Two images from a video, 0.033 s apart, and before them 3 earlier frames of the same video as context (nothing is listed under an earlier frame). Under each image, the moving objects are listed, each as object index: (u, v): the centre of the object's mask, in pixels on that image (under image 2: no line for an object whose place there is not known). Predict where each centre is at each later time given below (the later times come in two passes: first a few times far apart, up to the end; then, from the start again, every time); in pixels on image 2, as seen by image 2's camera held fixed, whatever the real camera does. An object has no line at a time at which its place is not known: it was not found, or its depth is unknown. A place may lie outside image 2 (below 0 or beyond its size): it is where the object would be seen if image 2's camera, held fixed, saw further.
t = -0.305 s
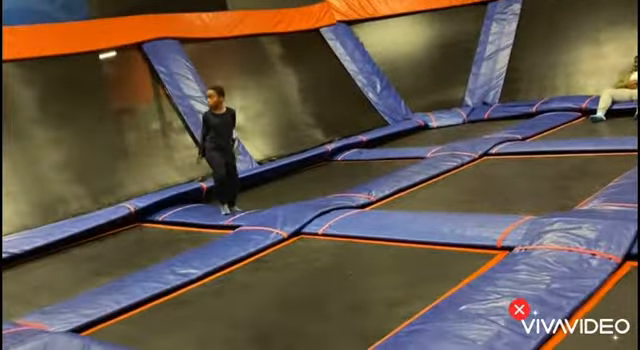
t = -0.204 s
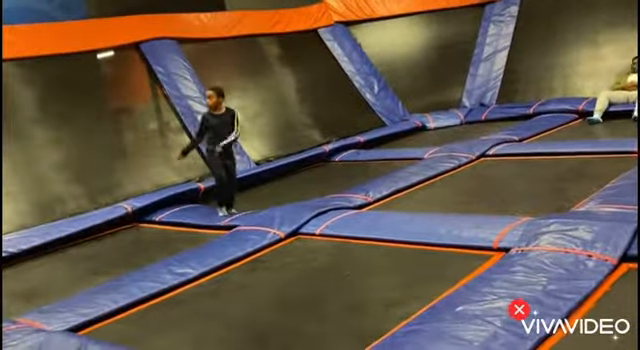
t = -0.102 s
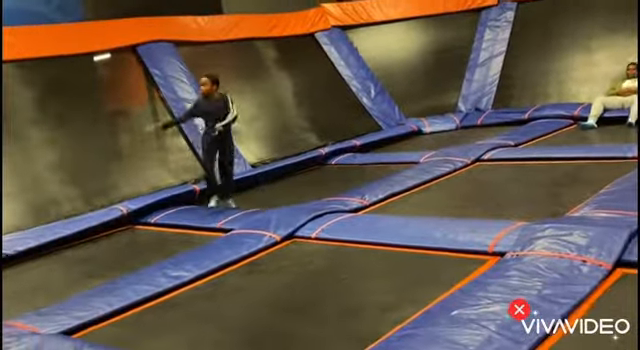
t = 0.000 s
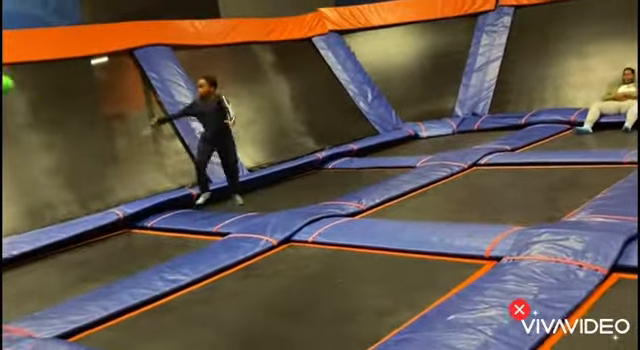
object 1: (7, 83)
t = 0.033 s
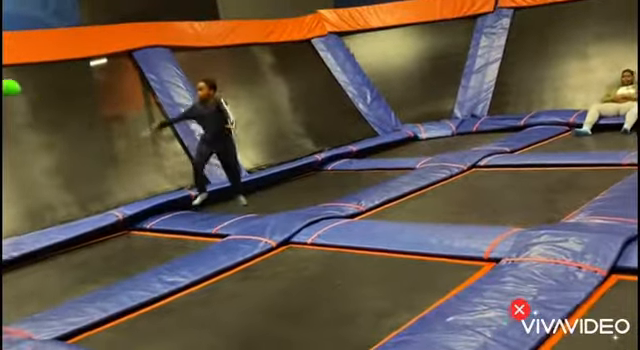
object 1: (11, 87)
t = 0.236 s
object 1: (65, 125)
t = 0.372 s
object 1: (106, 171)
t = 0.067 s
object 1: (19, 90)
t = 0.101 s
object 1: (28, 96)
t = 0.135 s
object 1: (37, 102)
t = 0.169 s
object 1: (47, 108)
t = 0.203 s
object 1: (56, 116)
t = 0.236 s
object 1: (65, 125)
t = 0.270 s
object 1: (75, 135)
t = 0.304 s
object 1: (85, 146)
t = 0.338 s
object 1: (95, 158)
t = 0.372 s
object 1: (106, 171)
